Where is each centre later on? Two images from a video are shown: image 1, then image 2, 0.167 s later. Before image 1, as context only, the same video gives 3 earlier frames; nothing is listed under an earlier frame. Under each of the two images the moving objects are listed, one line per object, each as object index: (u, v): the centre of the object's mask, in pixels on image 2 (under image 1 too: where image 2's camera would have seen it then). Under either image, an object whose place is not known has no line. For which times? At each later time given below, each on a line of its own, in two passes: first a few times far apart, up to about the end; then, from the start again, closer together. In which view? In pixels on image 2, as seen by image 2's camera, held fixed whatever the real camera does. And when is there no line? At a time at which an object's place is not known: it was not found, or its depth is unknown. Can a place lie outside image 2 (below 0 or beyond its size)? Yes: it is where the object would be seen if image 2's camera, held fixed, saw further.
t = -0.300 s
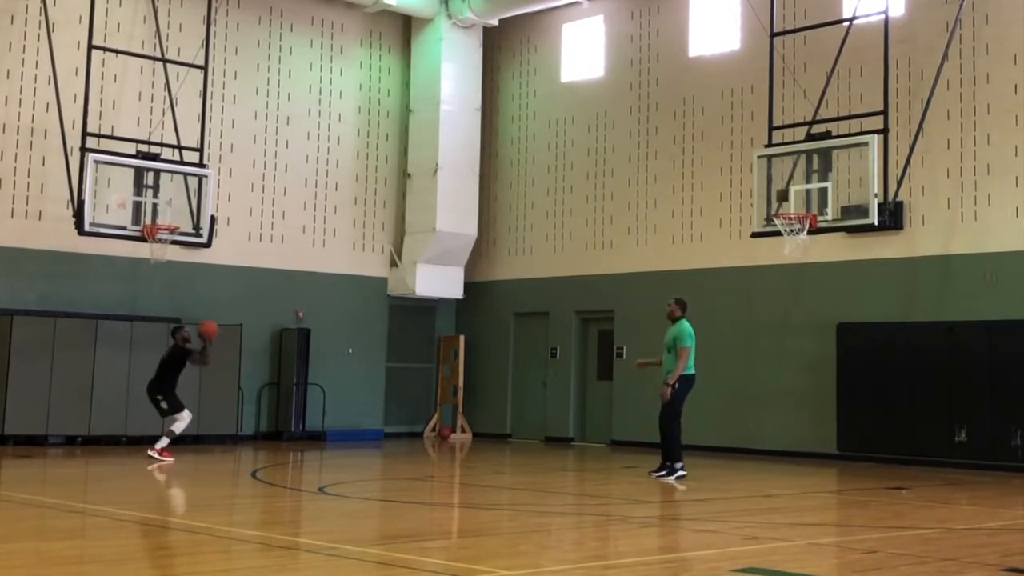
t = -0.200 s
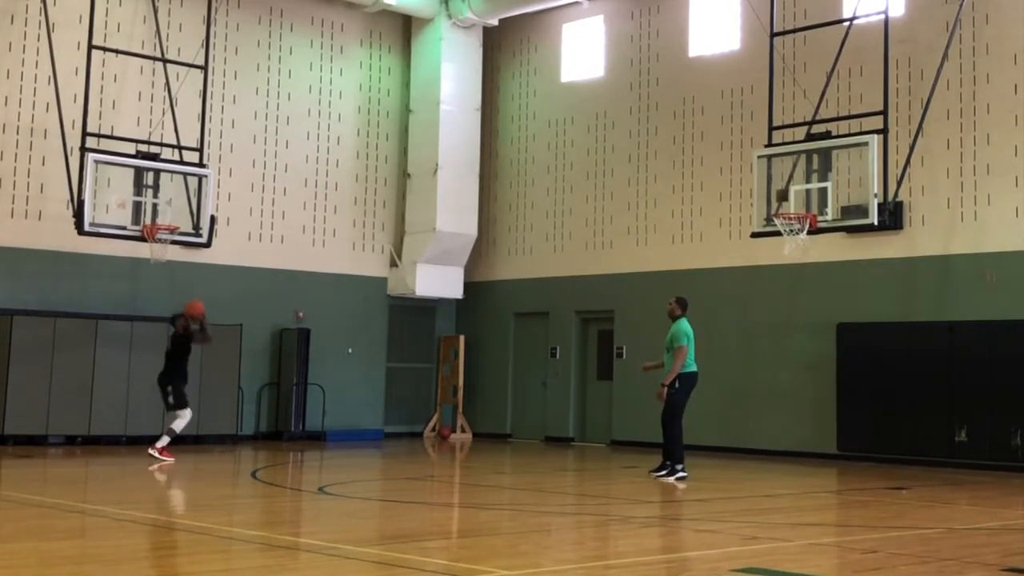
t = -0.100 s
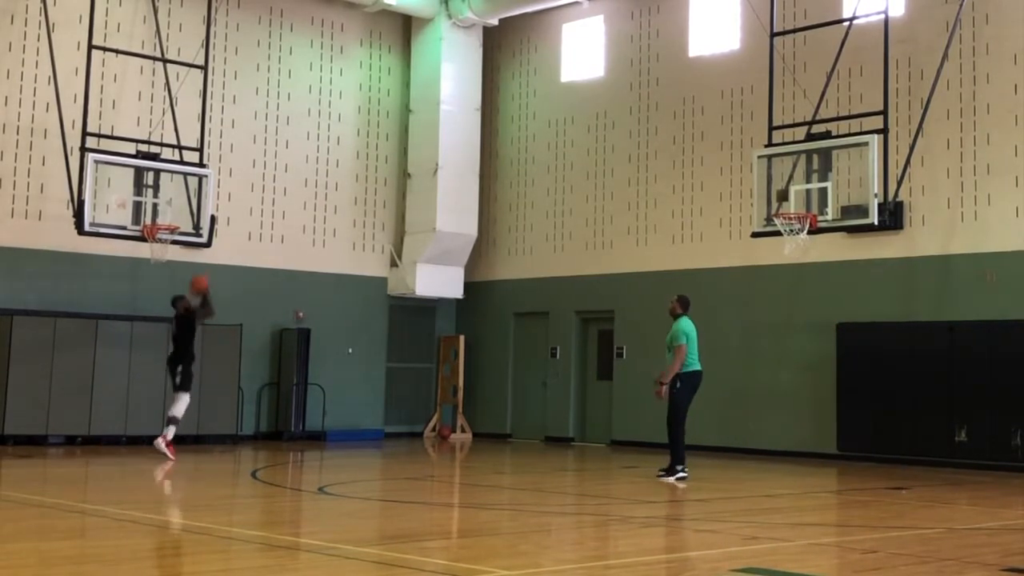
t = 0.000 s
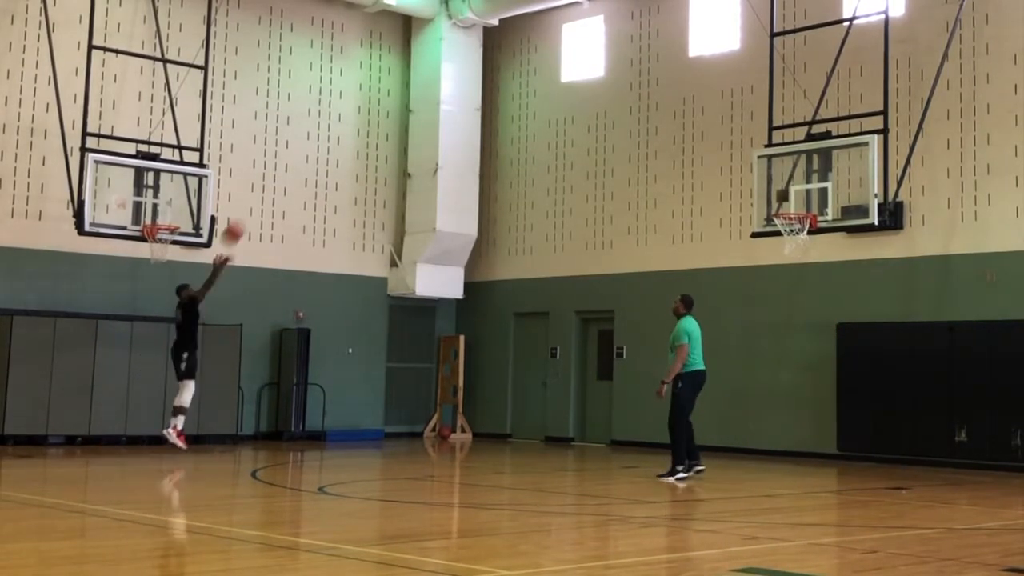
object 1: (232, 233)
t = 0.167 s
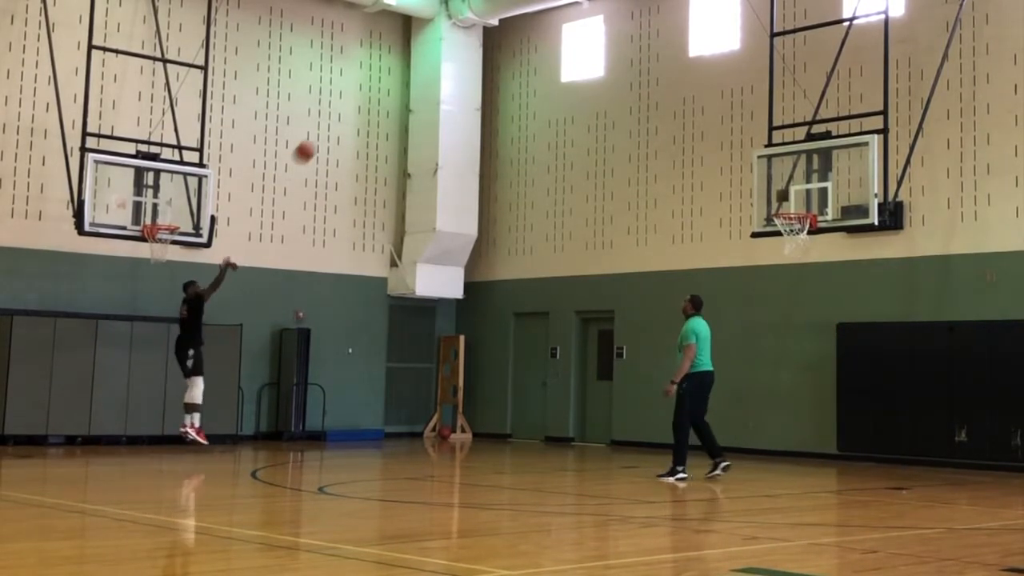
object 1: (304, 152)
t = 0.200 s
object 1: (319, 138)
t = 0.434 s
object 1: (415, 67)
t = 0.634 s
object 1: (493, 38)
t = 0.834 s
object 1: (572, 41)
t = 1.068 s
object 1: (663, 83)
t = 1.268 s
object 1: (740, 153)
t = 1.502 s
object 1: (819, 252)
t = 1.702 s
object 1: (856, 330)
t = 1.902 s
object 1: (895, 440)
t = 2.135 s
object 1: (902, 388)
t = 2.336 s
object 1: (899, 335)
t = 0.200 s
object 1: (319, 138)
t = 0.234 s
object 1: (332, 125)
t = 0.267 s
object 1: (347, 113)
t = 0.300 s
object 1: (361, 102)
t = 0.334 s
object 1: (374, 92)
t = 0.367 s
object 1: (388, 83)
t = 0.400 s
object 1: (401, 75)
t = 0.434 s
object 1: (415, 67)
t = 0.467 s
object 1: (428, 60)
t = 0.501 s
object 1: (441, 54)
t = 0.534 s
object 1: (454, 49)
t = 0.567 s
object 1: (468, 45)
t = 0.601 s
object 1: (483, 42)
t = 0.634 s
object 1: (493, 38)
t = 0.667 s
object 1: (506, 37)
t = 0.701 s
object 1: (520, 37)
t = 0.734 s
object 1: (534, 37)
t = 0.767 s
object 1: (546, 37)
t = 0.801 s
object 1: (557, 38)
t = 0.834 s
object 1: (572, 41)
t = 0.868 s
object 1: (585, 45)
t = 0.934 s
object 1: (612, 54)
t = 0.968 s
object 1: (624, 60)
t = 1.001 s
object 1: (638, 67)
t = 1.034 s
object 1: (650, 75)
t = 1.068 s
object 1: (663, 83)
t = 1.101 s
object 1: (677, 93)
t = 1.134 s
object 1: (689, 103)
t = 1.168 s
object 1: (701, 114)
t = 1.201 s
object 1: (715, 126)
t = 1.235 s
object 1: (728, 140)
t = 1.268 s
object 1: (740, 153)
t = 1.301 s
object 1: (753, 168)
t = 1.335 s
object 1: (767, 183)
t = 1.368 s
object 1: (781, 201)
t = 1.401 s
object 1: (789, 213)
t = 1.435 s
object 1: (807, 237)
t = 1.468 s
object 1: (812, 243)
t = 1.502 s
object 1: (819, 252)
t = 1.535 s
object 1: (825, 263)
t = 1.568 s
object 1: (832, 276)
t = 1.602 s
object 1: (838, 287)
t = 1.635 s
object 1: (843, 300)
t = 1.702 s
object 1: (856, 330)
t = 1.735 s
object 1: (862, 346)
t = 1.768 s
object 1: (869, 362)
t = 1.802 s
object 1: (875, 381)
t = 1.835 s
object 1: (882, 400)
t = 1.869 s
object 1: (888, 420)
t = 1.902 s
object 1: (895, 440)
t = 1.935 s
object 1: (903, 461)
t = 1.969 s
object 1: (904, 460)
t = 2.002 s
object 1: (904, 444)
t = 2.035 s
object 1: (903, 429)
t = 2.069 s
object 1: (902, 414)
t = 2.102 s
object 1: (902, 401)
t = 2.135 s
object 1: (902, 388)
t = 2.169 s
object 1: (901, 378)
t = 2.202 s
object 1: (901, 367)
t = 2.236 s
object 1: (900, 357)
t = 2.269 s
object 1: (900, 349)
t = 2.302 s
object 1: (900, 342)
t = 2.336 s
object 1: (899, 335)
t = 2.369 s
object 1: (899, 329)
